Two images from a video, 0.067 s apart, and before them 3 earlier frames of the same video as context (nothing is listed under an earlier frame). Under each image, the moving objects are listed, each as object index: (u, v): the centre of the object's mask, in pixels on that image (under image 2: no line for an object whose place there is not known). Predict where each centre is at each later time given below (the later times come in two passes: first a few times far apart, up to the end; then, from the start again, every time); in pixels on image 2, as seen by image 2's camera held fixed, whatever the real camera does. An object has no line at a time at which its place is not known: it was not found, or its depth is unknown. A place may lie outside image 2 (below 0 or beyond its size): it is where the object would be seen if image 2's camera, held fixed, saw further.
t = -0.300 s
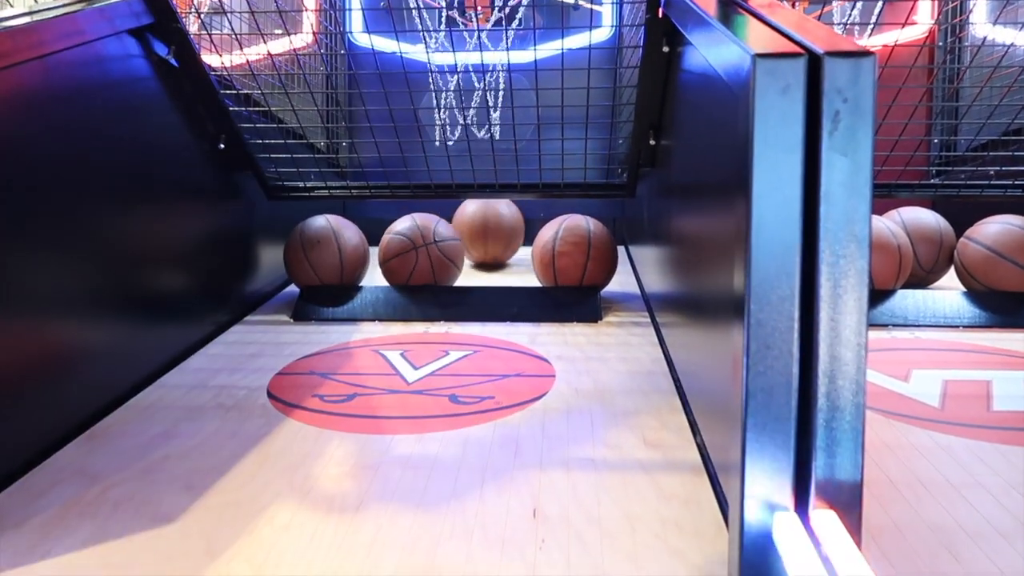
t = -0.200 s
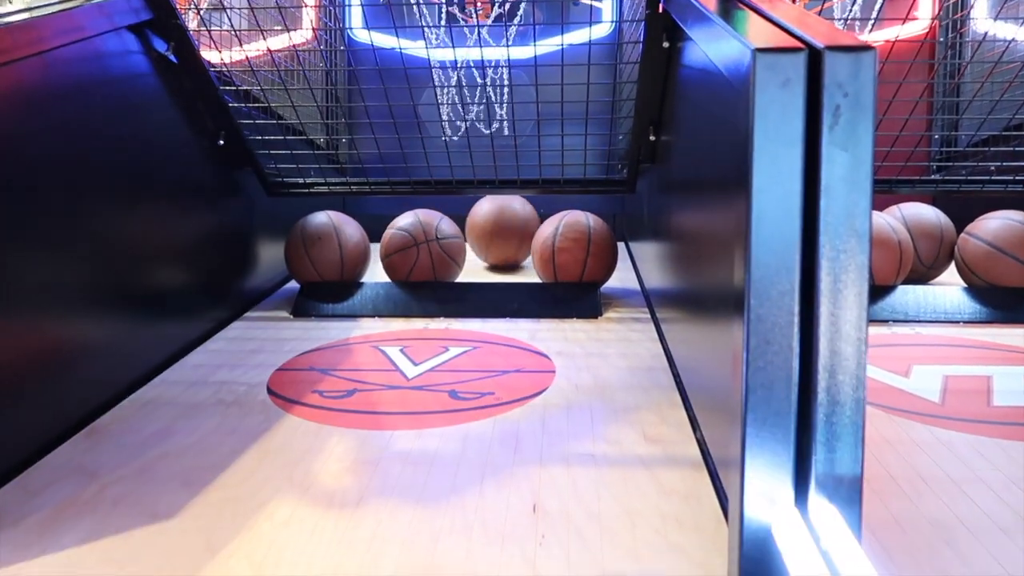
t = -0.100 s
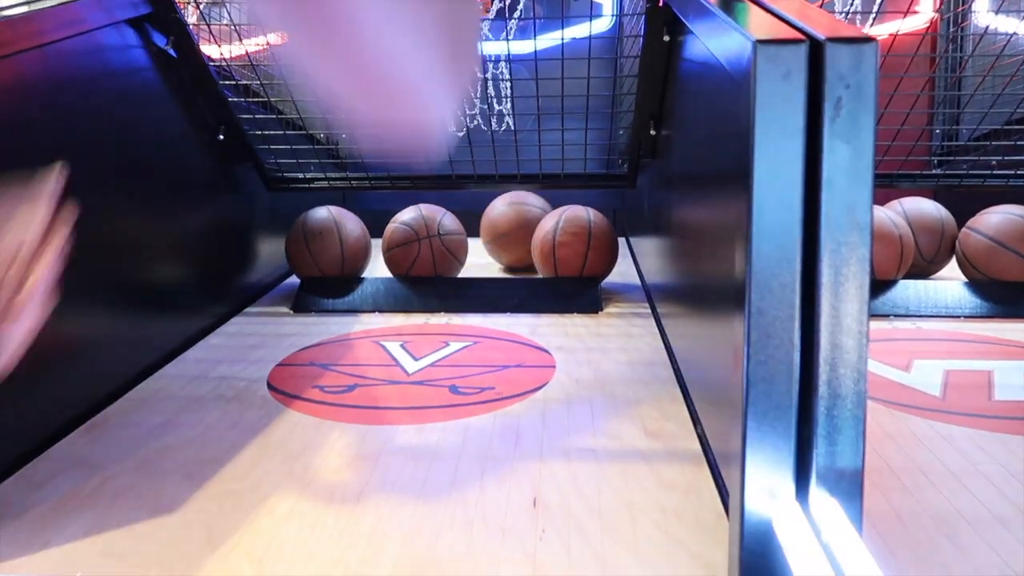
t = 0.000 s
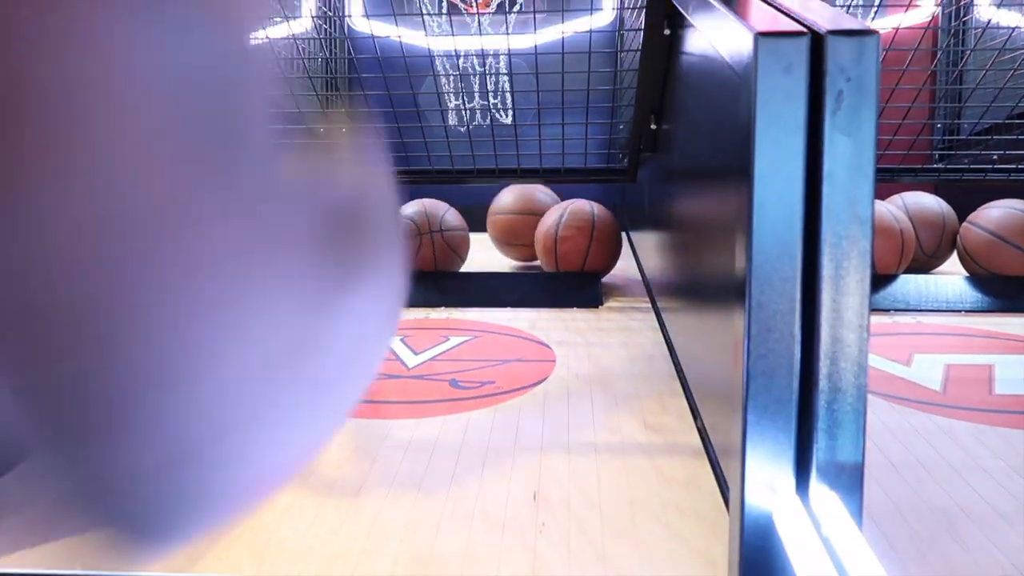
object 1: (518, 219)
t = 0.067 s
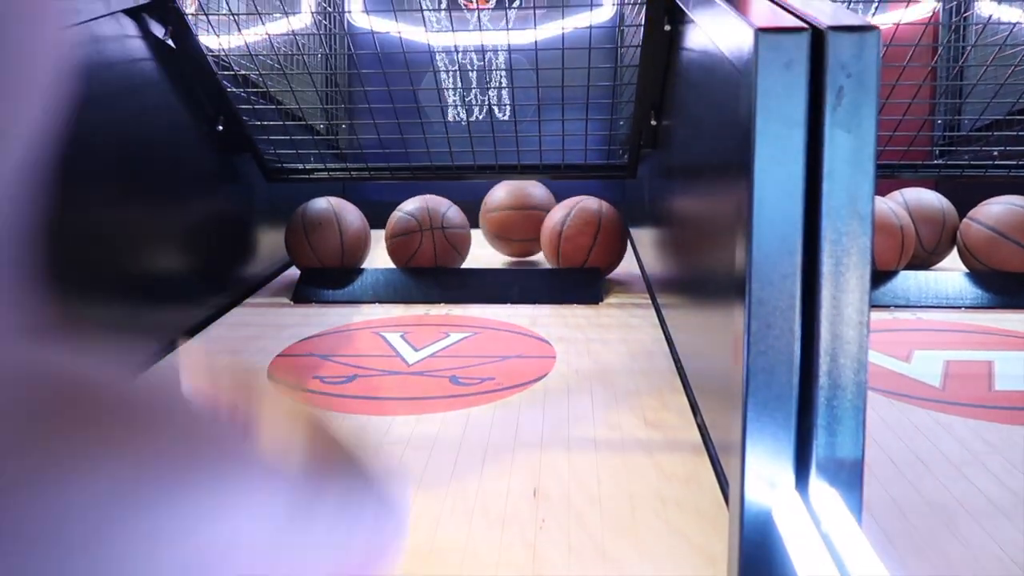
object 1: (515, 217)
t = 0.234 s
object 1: (507, 223)
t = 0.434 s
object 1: (501, 222)
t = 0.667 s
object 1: (499, 224)
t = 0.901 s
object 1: (502, 225)
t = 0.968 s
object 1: (504, 225)
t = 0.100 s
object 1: (513, 222)
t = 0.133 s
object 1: (512, 220)
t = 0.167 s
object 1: (510, 219)
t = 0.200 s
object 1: (509, 221)
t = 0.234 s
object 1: (507, 223)
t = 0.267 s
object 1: (505, 221)
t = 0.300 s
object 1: (504, 222)
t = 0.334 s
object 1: (502, 222)
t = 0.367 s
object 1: (502, 221)
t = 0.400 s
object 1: (502, 223)
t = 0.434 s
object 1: (501, 222)
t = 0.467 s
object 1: (501, 223)
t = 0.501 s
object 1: (501, 223)
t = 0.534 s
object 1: (500, 223)
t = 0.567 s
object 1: (499, 223)
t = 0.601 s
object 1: (500, 224)
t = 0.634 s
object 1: (499, 224)
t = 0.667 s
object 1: (499, 224)
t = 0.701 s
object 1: (500, 223)
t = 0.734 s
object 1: (499, 224)
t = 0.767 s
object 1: (498, 223)
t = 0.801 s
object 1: (500, 224)
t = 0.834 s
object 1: (500, 224)
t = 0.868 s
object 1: (501, 225)
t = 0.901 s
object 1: (502, 225)
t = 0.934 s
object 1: (503, 225)
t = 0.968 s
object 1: (504, 225)
